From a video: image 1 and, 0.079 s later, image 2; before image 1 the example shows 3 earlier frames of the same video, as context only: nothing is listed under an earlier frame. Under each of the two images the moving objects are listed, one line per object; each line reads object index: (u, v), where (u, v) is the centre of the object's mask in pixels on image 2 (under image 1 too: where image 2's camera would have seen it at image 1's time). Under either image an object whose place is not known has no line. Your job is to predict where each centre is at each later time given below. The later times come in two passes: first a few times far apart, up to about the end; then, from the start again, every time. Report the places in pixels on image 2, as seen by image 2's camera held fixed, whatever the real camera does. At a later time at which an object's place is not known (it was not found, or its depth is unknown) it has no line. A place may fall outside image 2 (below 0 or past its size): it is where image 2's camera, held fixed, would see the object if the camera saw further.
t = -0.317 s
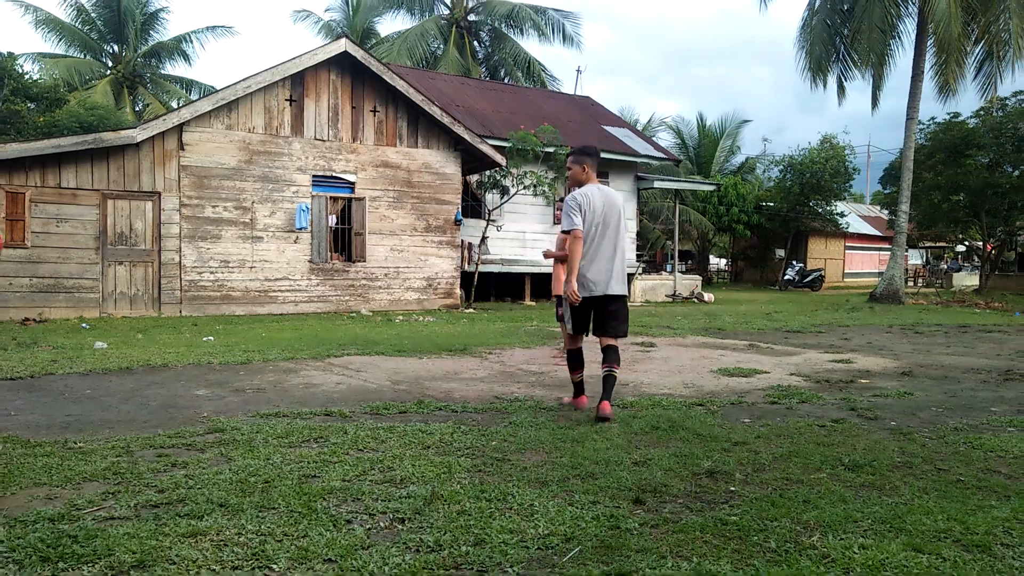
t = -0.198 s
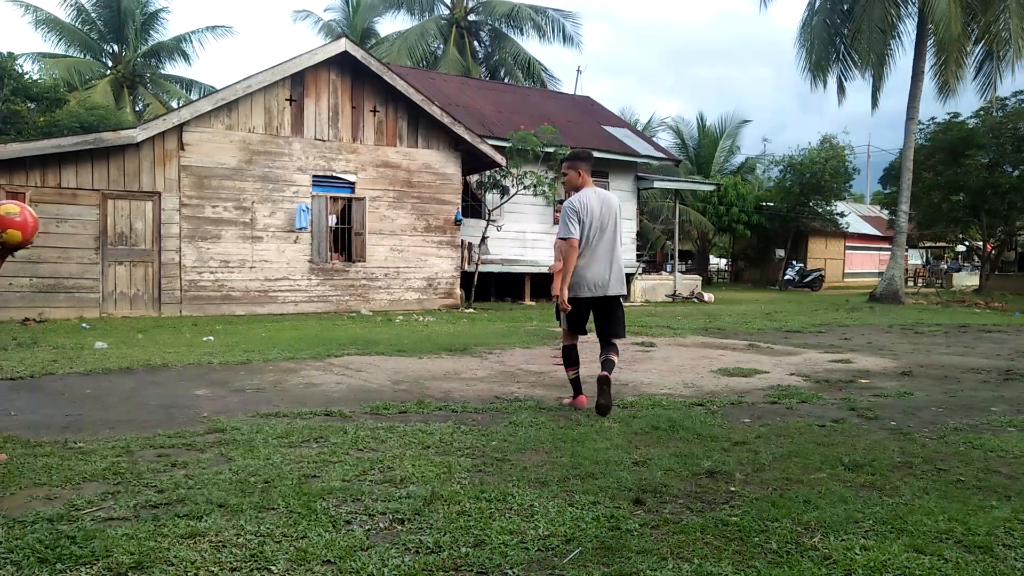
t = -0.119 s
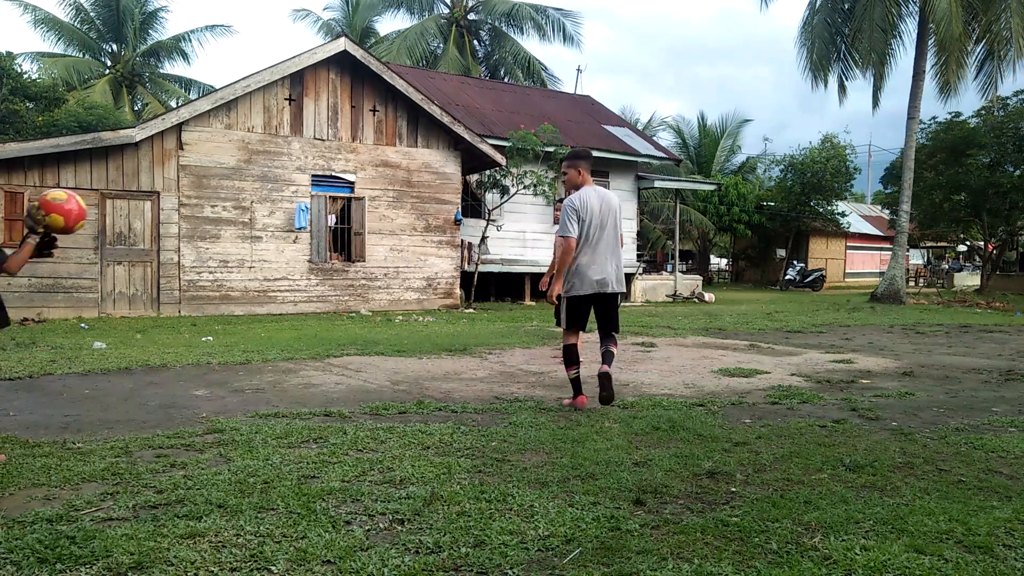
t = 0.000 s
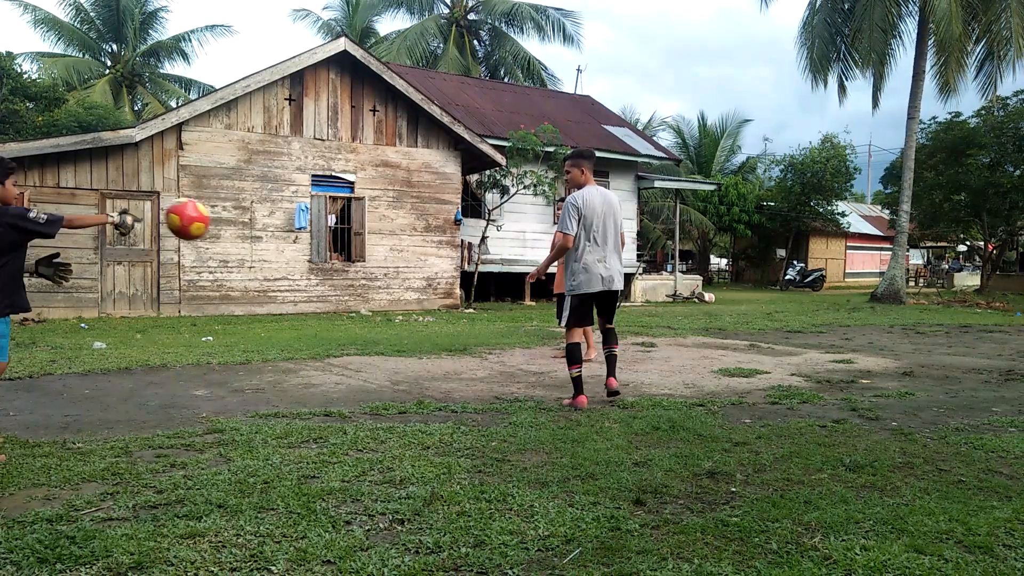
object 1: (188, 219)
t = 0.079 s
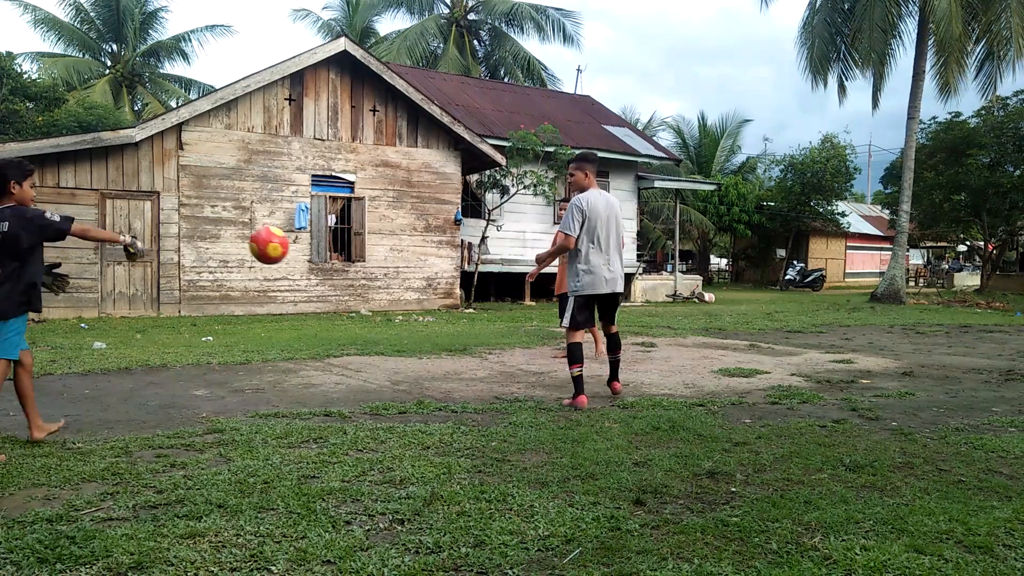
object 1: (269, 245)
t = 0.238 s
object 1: (399, 318)
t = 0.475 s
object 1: (505, 331)
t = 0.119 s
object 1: (305, 261)
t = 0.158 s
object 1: (339, 278)
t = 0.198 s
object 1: (370, 297)
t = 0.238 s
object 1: (399, 318)
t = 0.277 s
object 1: (425, 339)
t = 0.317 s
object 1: (450, 362)
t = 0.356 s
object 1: (471, 379)
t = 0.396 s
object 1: (483, 360)
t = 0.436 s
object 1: (494, 345)
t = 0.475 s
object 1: (505, 331)
